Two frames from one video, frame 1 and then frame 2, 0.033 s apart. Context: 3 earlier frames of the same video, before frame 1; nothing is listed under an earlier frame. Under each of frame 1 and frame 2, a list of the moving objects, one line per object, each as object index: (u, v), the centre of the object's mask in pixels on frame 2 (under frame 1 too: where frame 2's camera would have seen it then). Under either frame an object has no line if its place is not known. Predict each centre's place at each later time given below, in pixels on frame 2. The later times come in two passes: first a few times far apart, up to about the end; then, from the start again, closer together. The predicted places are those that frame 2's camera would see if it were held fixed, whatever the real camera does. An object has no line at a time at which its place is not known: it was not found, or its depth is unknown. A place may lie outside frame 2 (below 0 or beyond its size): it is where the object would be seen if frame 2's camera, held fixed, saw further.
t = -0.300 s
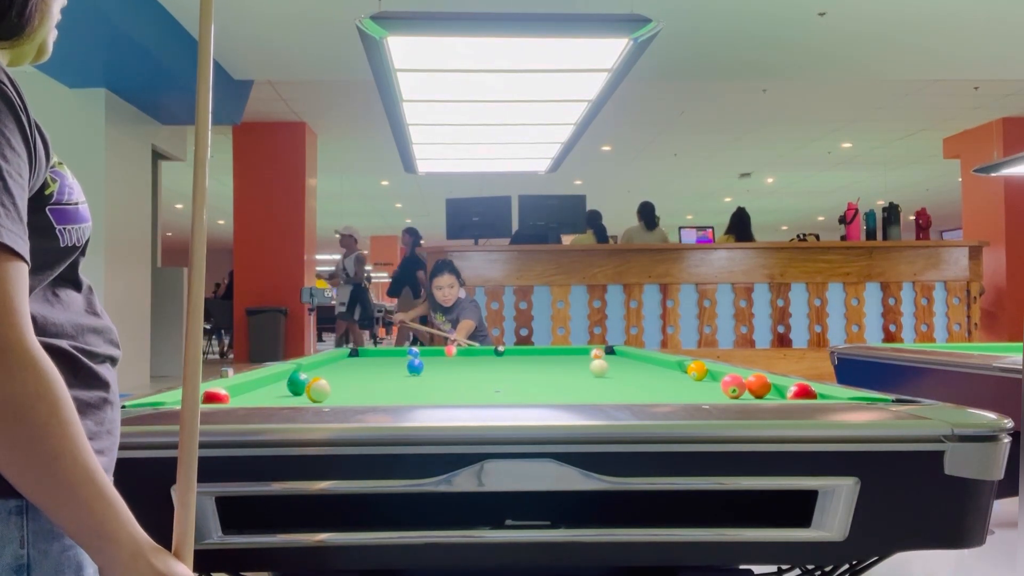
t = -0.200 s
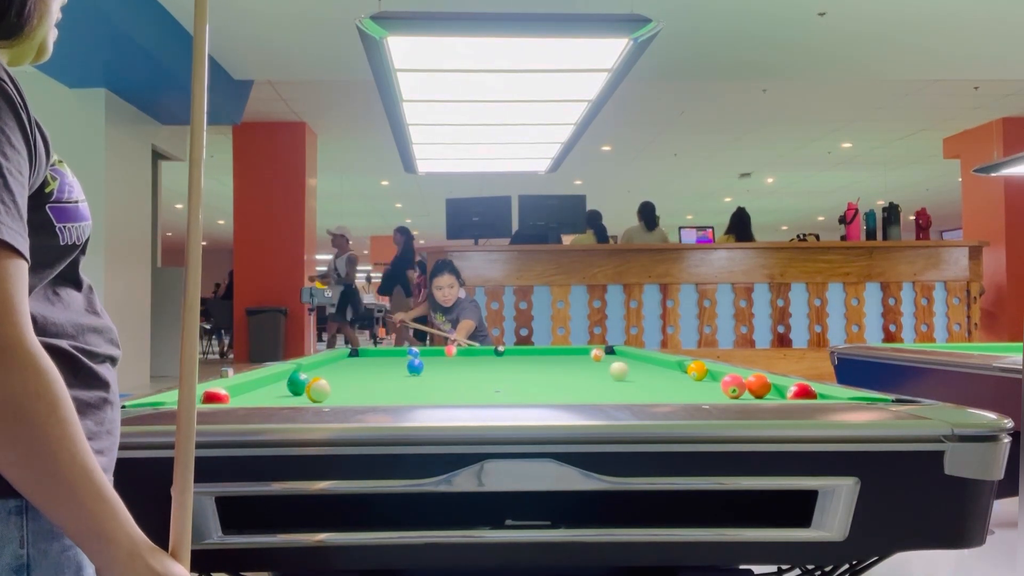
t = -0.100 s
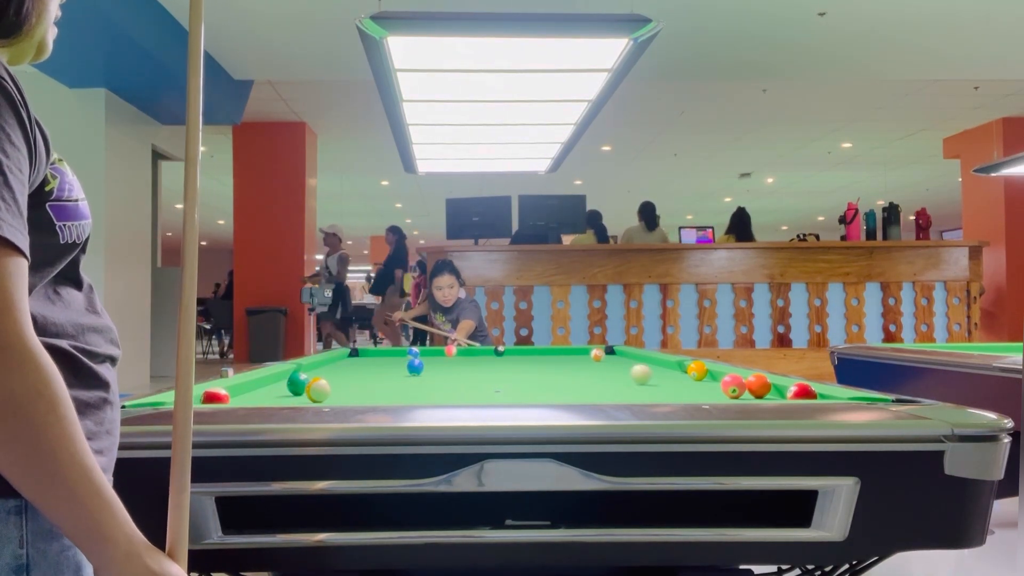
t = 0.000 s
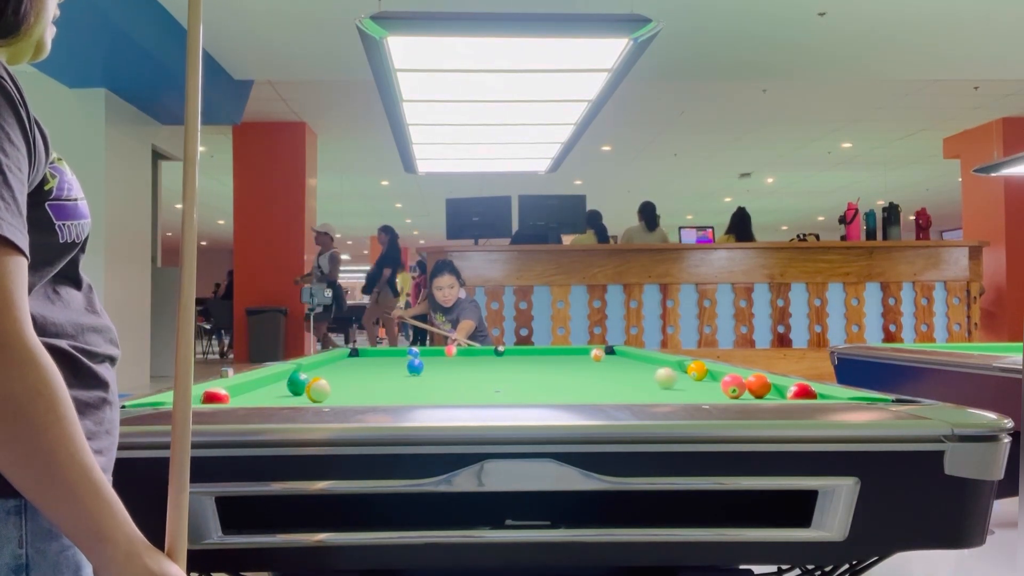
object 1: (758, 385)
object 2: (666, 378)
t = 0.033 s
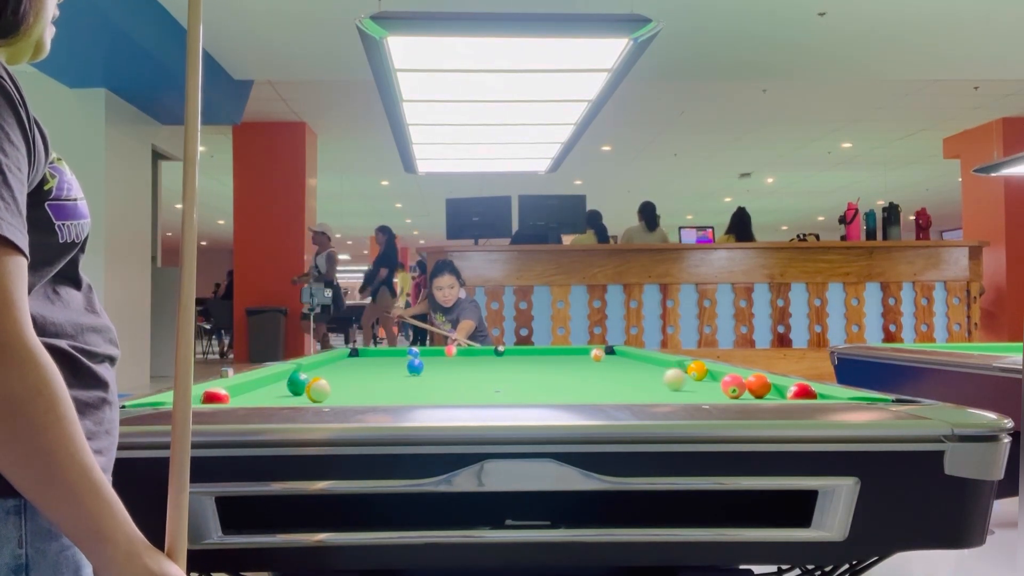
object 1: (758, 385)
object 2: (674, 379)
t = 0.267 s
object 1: (739, 382)
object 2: (701, 387)
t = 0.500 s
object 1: (716, 386)
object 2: (695, 391)
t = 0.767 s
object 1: (681, 383)
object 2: (688, 395)
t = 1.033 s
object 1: (651, 385)
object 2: (663, 395)
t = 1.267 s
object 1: (626, 383)
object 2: (637, 393)
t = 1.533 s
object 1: (600, 383)
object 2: (612, 392)
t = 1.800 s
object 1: (576, 386)
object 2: (592, 390)
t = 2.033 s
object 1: (560, 387)
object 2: (583, 389)
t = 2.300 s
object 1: (536, 386)
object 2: (579, 389)
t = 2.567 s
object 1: (515, 385)
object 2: (576, 388)
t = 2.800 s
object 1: (499, 384)
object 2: (575, 388)
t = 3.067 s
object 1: (483, 383)
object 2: (575, 388)
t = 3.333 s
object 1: (470, 383)
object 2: (575, 388)
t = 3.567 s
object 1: (460, 382)
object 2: (575, 387)
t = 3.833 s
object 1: (452, 381)
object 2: (575, 387)
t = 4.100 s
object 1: (446, 381)
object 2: (575, 388)
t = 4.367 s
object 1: (440, 380)
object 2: (575, 388)
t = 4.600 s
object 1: (437, 380)
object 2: (575, 388)
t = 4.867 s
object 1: (434, 380)
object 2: (575, 388)
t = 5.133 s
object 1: (433, 380)
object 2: (575, 388)
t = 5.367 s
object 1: (433, 380)
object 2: (575, 388)
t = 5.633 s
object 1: (433, 380)
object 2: (575, 388)
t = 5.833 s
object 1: (433, 380)
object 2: (575, 388)
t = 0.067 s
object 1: (759, 386)
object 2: (684, 381)
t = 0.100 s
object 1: (759, 386)
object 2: (694, 382)
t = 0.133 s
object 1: (759, 386)
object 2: (704, 383)
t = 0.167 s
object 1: (760, 385)
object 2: (709, 385)
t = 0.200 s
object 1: (759, 386)
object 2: (705, 385)
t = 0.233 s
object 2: (703, 386)
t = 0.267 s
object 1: (739, 382)
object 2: (701, 387)
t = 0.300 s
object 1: (738, 385)
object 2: (700, 388)
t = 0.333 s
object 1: (736, 386)
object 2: (699, 388)
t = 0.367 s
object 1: (732, 386)
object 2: (698, 389)
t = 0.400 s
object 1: (728, 386)
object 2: (698, 389)
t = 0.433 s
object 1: (723, 386)
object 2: (697, 390)
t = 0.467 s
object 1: (719, 386)
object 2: (696, 390)
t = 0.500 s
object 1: (716, 386)
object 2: (695, 391)
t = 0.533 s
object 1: (713, 386)
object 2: (695, 391)
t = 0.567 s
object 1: (709, 384)
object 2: (694, 392)
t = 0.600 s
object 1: (705, 383)
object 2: (693, 393)
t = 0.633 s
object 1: (700, 382)
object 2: (692, 393)
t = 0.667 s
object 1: (695, 382)
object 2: (691, 393)
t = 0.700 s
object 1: (690, 382)
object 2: (691, 394)
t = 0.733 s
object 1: (685, 382)
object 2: (690, 394)
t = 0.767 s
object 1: (681, 383)
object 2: (688, 395)
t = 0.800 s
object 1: (677, 384)
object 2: (687, 395)
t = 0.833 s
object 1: (674, 385)
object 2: (686, 396)
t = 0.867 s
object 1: (670, 386)
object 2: (684, 396)
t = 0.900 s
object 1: (666, 386)
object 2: (679, 396)
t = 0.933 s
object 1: (662, 385)
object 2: (675, 396)
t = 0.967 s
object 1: (658, 385)
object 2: (671, 395)
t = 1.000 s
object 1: (654, 385)
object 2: (667, 395)
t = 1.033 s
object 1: (651, 385)
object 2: (663, 395)
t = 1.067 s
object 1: (647, 384)
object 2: (658, 394)
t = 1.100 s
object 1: (644, 384)
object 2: (655, 394)
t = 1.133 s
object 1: (640, 384)
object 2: (651, 394)
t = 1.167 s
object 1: (637, 384)
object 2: (648, 394)
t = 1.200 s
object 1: (633, 384)
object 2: (644, 394)
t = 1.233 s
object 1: (630, 383)
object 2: (641, 393)
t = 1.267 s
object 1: (626, 383)
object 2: (637, 393)
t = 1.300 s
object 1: (623, 383)
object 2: (634, 393)
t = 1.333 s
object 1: (619, 383)
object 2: (631, 393)
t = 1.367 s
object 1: (616, 383)
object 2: (627, 393)
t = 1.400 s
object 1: (613, 383)
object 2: (624, 393)
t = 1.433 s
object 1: (609, 383)
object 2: (621, 392)
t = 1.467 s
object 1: (606, 383)
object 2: (618, 392)
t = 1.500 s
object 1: (603, 383)
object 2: (615, 392)
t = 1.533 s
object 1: (600, 383)
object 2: (612, 392)
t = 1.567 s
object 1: (597, 384)
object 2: (610, 392)
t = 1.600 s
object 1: (594, 384)
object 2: (607, 392)
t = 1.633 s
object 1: (591, 384)
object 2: (604, 391)
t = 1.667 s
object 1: (588, 384)
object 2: (602, 391)
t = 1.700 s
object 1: (585, 385)
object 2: (599, 391)
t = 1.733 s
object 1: (582, 385)
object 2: (597, 391)
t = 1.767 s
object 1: (579, 385)
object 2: (594, 391)
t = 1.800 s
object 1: (576, 386)
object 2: (592, 390)
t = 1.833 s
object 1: (574, 386)
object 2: (590, 390)
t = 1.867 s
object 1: (571, 387)
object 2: (587, 390)
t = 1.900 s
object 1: (570, 387)
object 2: (586, 390)
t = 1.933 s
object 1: (567, 387)
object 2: (585, 390)
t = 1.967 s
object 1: (565, 387)
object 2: (584, 390)
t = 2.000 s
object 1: (562, 387)
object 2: (584, 390)
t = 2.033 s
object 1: (560, 387)
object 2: (583, 389)
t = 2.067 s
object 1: (557, 387)
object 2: (582, 389)
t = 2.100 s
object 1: (554, 387)
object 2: (582, 389)
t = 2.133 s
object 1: (550, 387)
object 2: (581, 389)
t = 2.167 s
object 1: (547, 387)
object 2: (581, 389)
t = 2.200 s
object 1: (544, 386)
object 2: (580, 389)
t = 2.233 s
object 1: (541, 386)
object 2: (580, 389)
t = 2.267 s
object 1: (539, 386)
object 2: (579, 389)
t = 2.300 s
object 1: (536, 386)
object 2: (579, 389)
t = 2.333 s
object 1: (533, 386)
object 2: (578, 388)
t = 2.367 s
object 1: (530, 386)
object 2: (578, 388)
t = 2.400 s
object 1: (527, 386)
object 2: (578, 388)
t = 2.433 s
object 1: (525, 386)
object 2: (577, 388)
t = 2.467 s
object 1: (522, 385)
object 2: (577, 388)
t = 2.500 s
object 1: (520, 385)
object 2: (577, 388)
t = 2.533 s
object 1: (517, 385)
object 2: (576, 388)
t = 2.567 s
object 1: (515, 385)
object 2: (576, 388)
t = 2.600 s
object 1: (512, 385)
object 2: (576, 388)
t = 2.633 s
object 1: (510, 385)
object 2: (576, 388)
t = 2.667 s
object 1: (507, 385)
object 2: (576, 388)
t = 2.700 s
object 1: (505, 385)
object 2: (576, 388)
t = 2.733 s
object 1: (503, 385)
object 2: (576, 388)
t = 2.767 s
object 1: (501, 385)
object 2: (576, 388)
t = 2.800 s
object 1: (499, 384)
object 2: (575, 388)
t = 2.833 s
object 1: (497, 384)
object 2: (575, 388)
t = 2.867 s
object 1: (494, 384)
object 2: (575, 388)
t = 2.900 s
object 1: (492, 384)
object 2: (575, 388)
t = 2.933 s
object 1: (490, 384)
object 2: (575, 388)
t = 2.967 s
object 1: (488, 384)
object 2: (575, 388)
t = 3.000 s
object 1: (486, 384)
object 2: (575, 388)
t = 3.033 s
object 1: (484, 384)
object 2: (575, 388)
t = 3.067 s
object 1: (483, 383)
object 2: (575, 388)
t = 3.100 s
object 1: (481, 383)
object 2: (575, 388)
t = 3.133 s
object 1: (479, 383)
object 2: (575, 388)
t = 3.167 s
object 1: (478, 383)
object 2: (575, 388)
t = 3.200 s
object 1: (476, 383)
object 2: (575, 388)
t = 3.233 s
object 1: (474, 383)
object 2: (575, 388)
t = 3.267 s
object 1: (473, 383)
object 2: (575, 388)
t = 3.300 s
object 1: (471, 383)
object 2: (575, 388)
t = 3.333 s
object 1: (470, 383)
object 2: (575, 388)
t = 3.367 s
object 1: (468, 383)
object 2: (575, 388)
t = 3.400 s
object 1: (467, 382)
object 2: (575, 387)
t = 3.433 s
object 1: (466, 382)
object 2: (575, 388)
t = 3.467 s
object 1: (464, 382)
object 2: (575, 387)
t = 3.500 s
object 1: (463, 382)
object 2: (575, 387)
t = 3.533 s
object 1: (462, 382)
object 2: (575, 387)
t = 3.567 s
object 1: (460, 382)
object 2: (575, 387)
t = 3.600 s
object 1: (459, 382)
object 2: (575, 387)
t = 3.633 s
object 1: (458, 382)
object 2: (575, 387)
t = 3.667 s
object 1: (457, 382)
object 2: (575, 387)
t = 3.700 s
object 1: (456, 382)
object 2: (575, 387)
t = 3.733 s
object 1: (455, 382)
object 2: (575, 387)
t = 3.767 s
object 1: (454, 382)
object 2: (575, 387)
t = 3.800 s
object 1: (453, 381)
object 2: (575, 387)
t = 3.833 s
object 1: (452, 381)
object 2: (575, 387)
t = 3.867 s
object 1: (451, 381)
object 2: (575, 387)
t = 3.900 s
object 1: (450, 381)
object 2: (575, 387)
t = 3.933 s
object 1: (449, 381)
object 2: (575, 388)
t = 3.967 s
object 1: (449, 381)
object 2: (575, 387)
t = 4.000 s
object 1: (448, 381)
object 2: (575, 388)
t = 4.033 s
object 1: (447, 381)
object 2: (575, 387)
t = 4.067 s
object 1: (446, 381)
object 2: (575, 387)
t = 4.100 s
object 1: (446, 381)
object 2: (575, 388)
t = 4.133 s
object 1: (445, 381)
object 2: (575, 388)
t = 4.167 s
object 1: (444, 381)
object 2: (575, 387)
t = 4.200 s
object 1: (443, 381)
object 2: (575, 387)
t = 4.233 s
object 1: (443, 381)
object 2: (575, 388)
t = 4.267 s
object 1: (442, 380)
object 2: (575, 388)
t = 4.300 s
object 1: (441, 380)
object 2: (575, 388)
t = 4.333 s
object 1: (441, 380)
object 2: (575, 388)
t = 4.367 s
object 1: (440, 380)
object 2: (575, 388)
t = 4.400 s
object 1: (440, 380)
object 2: (575, 388)
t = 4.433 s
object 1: (439, 380)
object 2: (575, 388)
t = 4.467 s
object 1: (438, 380)
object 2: (575, 388)
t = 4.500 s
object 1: (438, 380)
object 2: (575, 388)
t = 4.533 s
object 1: (438, 380)
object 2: (575, 388)
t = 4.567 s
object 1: (437, 380)
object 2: (575, 388)
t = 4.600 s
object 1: (437, 380)
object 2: (575, 388)
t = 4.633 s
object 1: (436, 380)
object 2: (575, 388)
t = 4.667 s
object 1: (436, 380)
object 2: (575, 388)
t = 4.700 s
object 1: (436, 380)
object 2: (575, 388)
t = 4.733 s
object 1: (435, 380)
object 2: (575, 388)
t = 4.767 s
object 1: (435, 380)
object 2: (575, 388)
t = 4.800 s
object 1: (435, 380)
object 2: (575, 388)
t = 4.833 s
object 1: (435, 380)
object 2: (575, 388)
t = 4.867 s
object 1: (434, 380)
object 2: (575, 388)
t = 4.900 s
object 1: (434, 380)
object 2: (575, 388)
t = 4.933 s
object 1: (434, 380)
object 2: (575, 388)
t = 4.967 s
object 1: (434, 380)
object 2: (575, 387)
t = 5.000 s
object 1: (433, 380)
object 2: (575, 388)
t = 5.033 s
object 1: (433, 380)
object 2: (575, 388)
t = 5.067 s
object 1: (433, 380)
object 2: (575, 388)
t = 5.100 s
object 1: (433, 380)
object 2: (575, 388)
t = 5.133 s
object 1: (433, 380)
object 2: (575, 388)
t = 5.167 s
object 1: (433, 380)
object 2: (575, 388)
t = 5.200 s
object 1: (433, 380)
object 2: (575, 388)
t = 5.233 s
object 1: (433, 380)
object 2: (575, 388)
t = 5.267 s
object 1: (433, 380)
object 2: (575, 388)
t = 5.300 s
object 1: (433, 380)
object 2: (575, 388)
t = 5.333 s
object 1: (433, 380)
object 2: (575, 388)
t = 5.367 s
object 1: (433, 380)
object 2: (575, 388)
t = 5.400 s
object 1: (433, 380)
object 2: (575, 388)
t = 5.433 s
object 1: (433, 380)
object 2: (575, 388)
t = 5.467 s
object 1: (433, 380)
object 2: (575, 388)
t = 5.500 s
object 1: (433, 380)
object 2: (575, 388)
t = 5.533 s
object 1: (433, 380)
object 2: (575, 388)
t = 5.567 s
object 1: (433, 380)
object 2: (575, 388)
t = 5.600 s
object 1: (433, 380)
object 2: (575, 388)
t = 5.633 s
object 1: (433, 380)
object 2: (575, 388)
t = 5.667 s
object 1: (433, 380)
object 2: (575, 388)
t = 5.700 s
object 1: (433, 380)
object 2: (575, 388)
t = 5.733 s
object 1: (433, 380)
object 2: (575, 388)
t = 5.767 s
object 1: (433, 380)
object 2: (575, 388)
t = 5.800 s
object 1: (433, 380)
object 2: (575, 388)
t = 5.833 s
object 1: (433, 380)
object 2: (575, 388)
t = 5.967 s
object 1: (433, 380)
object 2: (575, 388)
